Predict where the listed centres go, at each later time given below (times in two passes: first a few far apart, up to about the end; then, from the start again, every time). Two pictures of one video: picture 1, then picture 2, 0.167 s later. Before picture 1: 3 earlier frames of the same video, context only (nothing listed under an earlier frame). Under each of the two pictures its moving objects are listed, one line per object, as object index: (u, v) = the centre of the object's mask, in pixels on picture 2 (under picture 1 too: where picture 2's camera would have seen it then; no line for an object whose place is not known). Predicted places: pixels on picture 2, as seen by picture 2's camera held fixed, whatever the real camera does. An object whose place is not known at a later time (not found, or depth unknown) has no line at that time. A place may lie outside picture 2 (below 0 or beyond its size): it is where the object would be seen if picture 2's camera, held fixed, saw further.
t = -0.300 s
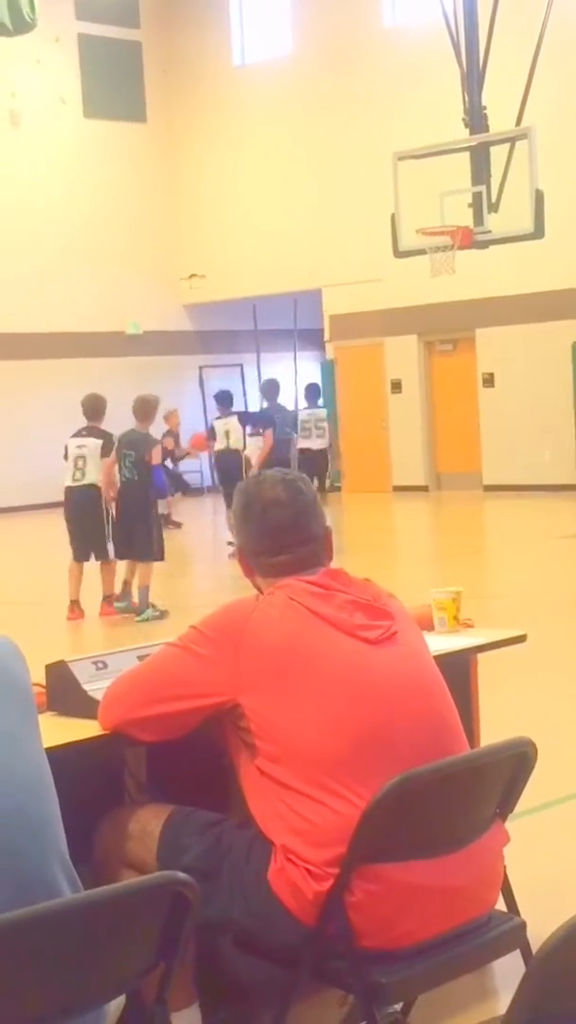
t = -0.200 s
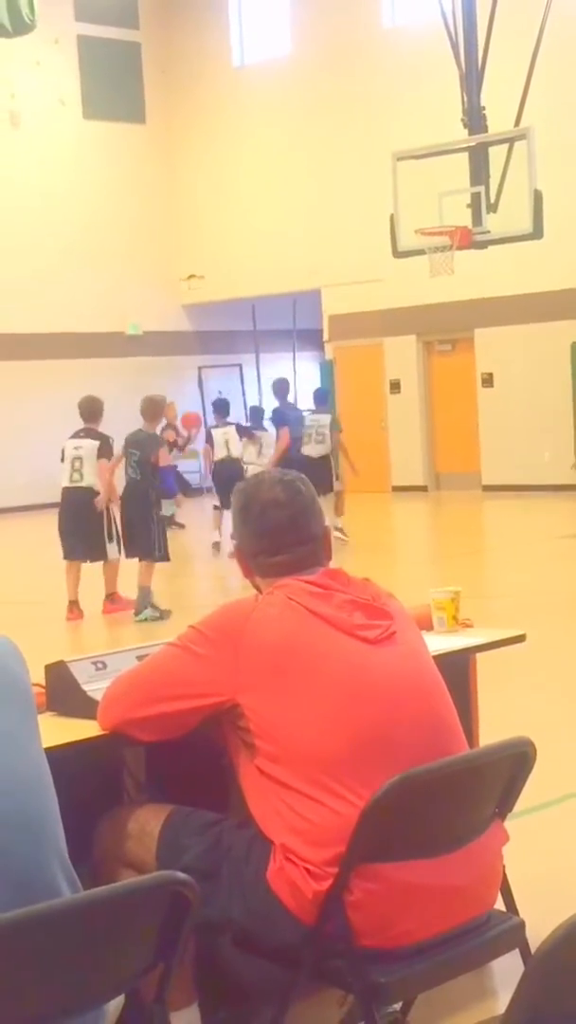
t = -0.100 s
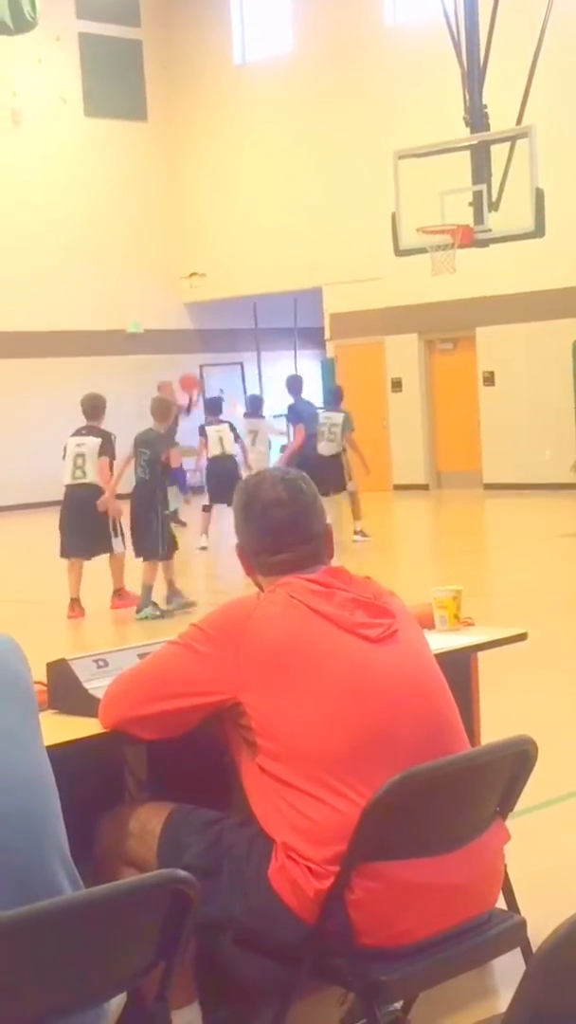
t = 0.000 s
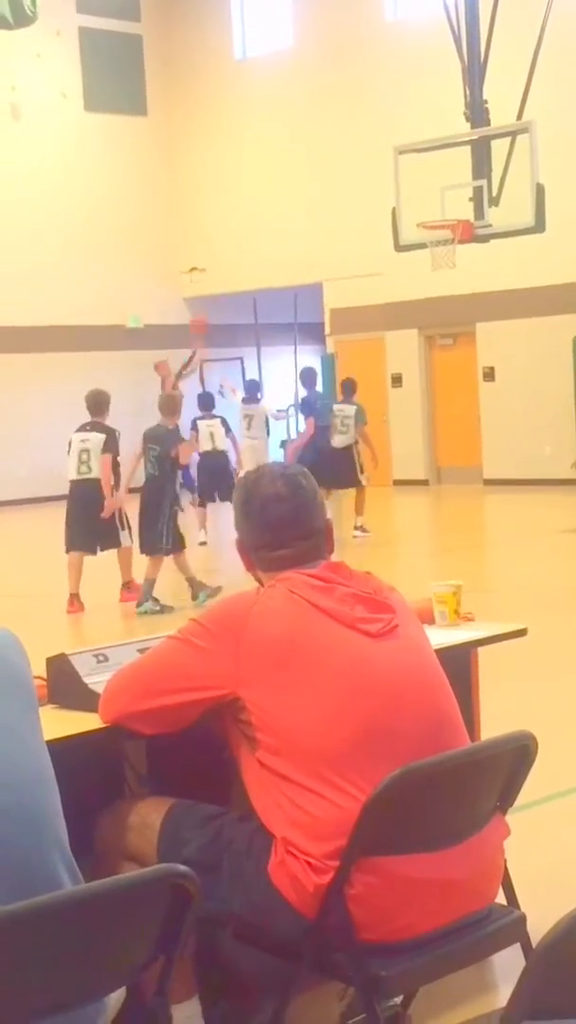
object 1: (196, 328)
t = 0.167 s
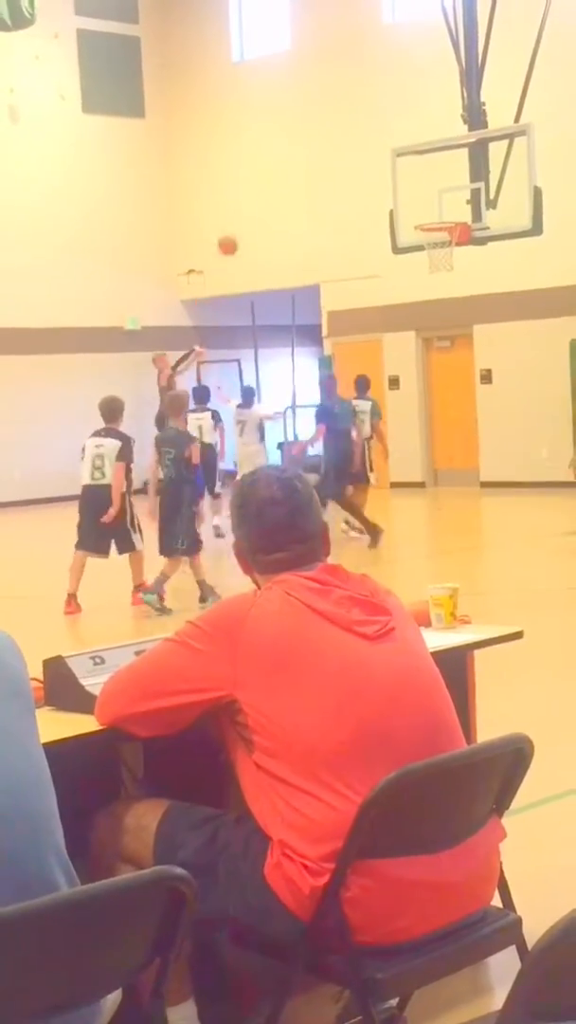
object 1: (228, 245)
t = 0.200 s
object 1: (234, 231)
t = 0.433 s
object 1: (282, 163)
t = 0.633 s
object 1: (326, 142)
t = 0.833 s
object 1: (375, 157)
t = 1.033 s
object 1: (426, 211)
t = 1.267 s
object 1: (460, 257)
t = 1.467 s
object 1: (461, 302)
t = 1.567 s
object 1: (462, 337)
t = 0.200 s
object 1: (234, 231)
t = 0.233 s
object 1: (240, 219)
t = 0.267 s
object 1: (247, 207)
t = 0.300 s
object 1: (253, 197)
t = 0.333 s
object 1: (261, 187)
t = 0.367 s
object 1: (268, 178)
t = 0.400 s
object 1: (275, 170)
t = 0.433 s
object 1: (282, 163)
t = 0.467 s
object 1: (289, 157)
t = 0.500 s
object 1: (297, 152)
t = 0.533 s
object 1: (303, 148)
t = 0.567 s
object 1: (311, 145)
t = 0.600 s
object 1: (319, 143)
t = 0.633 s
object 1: (326, 142)
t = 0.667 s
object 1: (334, 142)
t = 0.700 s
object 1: (342, 143)
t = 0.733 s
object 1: (350, 145)
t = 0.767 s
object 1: (359, 148)
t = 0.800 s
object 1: (366, 152)
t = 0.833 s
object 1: (375, 157)
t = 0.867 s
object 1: (383, 164)
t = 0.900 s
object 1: (392, 171)
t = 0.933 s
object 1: (401, 180)
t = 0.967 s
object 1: (410, 189)
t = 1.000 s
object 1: (418, 199)
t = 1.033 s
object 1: (426, 211)
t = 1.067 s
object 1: (435, 223)
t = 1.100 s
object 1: (444, 235)
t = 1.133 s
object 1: (449, 245)
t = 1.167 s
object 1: (456, 250)
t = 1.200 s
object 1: (459, 252)
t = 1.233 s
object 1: (460, 254)
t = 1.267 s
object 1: (460, 257)
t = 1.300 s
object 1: (460, 264)
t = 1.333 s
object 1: (460, 269)
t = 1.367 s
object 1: (460, 276)
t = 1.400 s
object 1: (460, 283)
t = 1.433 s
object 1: (461, 293)
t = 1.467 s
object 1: (461, 302)
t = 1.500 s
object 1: (462, 316)
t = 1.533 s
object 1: (462, 326)
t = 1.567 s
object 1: (462, 337)
